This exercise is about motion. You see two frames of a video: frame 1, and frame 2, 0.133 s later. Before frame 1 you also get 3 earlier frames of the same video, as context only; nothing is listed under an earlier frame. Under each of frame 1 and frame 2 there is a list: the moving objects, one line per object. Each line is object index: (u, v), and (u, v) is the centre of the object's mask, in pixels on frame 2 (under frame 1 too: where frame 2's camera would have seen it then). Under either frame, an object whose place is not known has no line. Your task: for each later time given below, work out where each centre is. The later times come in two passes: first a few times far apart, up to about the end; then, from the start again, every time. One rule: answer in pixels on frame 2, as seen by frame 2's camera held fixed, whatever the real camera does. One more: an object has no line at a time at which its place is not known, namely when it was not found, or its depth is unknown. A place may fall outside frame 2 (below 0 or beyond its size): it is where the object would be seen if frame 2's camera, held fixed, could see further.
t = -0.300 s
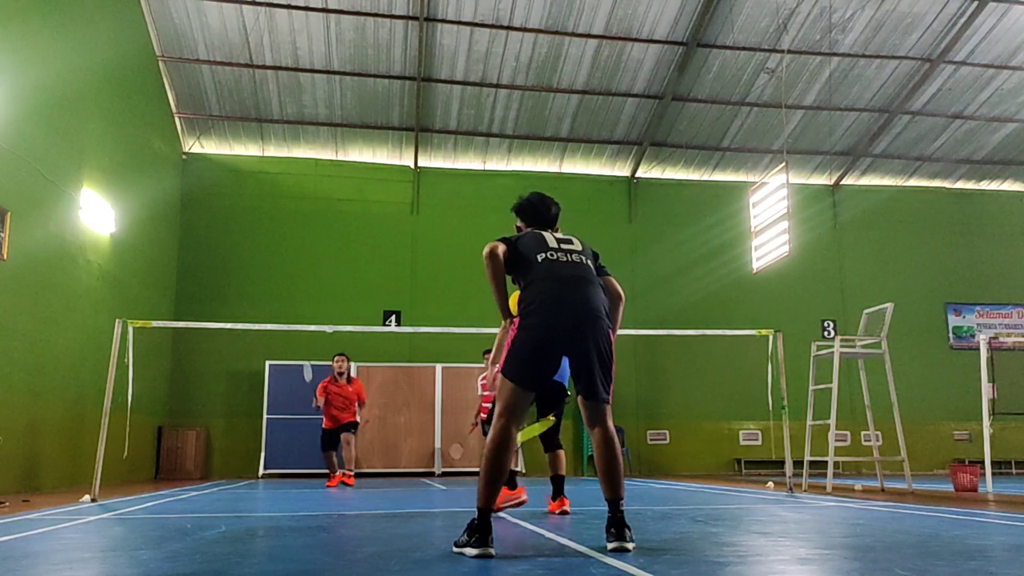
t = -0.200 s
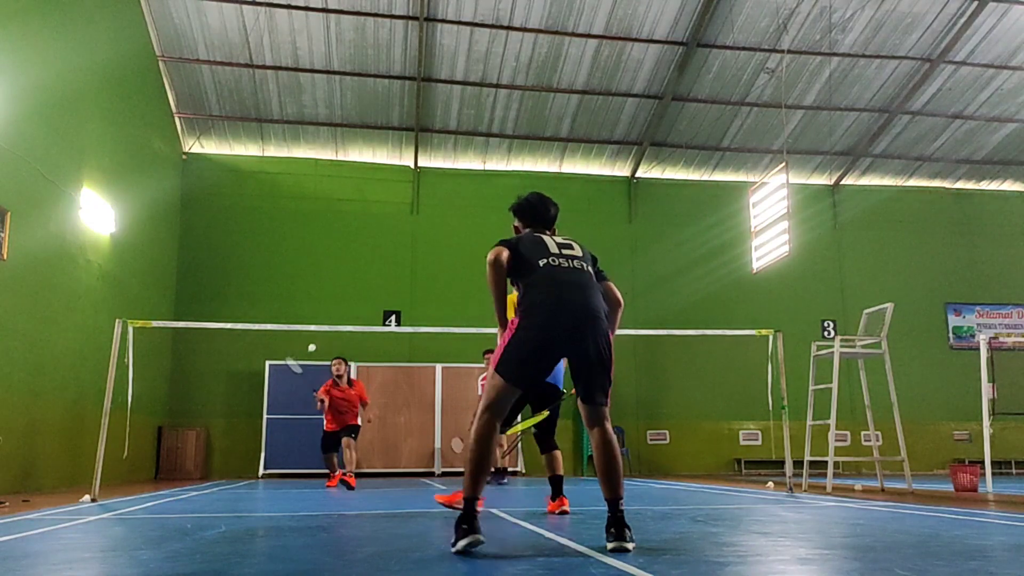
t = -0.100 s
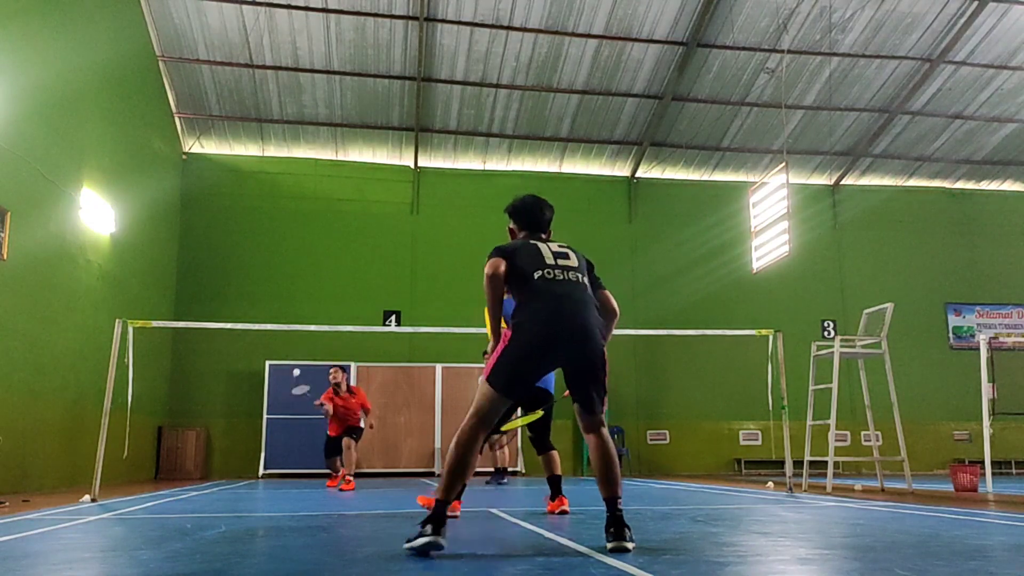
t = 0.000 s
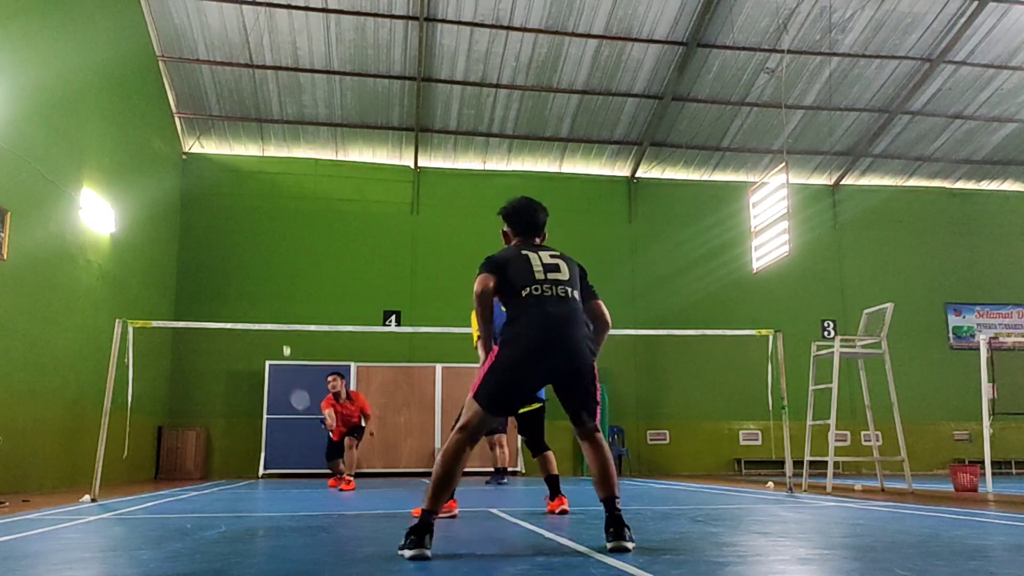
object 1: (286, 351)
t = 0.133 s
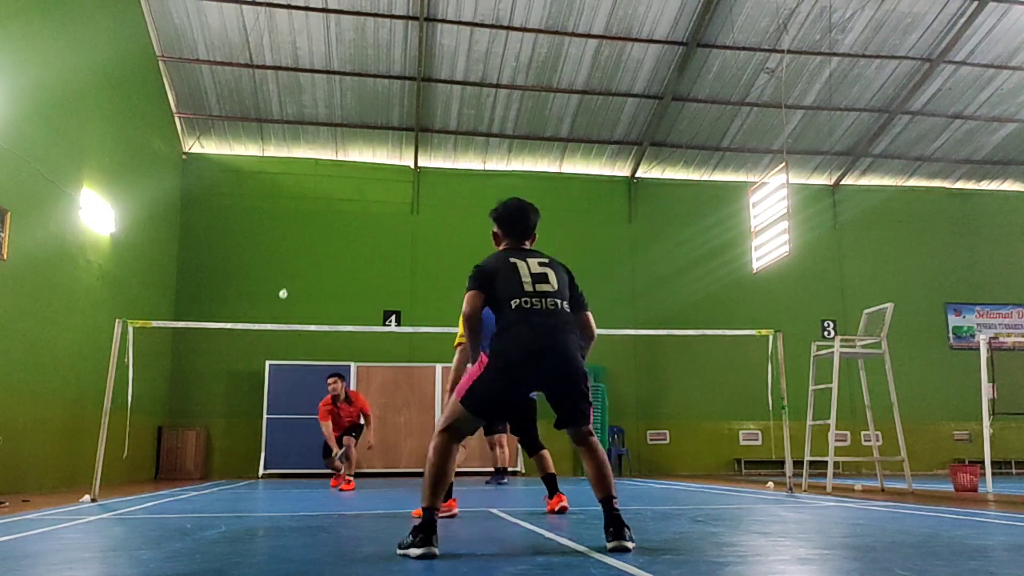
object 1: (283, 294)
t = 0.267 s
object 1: (284, 259)
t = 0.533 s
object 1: (282, 253)
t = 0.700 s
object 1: (278, 300)
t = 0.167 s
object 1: (286, 283)
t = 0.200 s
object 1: (286, 274)
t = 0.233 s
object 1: (285, 266)
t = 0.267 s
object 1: (284, 259)
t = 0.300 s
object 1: (283, 254)
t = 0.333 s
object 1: (283, 250)
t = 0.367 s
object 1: (283, 247)
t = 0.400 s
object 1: (284, 246)
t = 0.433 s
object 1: (284, 246)
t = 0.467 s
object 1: (284, 246)
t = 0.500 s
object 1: (283, 249)
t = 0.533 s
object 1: (282, 253)
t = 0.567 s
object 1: (281, 258)
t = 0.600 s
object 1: (280, 266)
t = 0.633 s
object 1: (280, 275)
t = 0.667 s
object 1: (279, 287)
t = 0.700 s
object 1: (278, 300)
